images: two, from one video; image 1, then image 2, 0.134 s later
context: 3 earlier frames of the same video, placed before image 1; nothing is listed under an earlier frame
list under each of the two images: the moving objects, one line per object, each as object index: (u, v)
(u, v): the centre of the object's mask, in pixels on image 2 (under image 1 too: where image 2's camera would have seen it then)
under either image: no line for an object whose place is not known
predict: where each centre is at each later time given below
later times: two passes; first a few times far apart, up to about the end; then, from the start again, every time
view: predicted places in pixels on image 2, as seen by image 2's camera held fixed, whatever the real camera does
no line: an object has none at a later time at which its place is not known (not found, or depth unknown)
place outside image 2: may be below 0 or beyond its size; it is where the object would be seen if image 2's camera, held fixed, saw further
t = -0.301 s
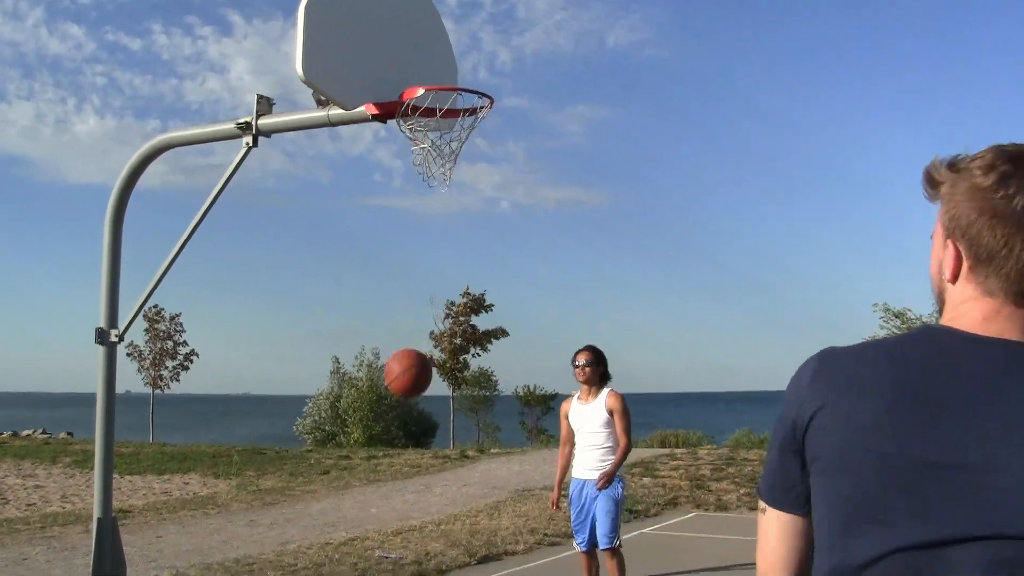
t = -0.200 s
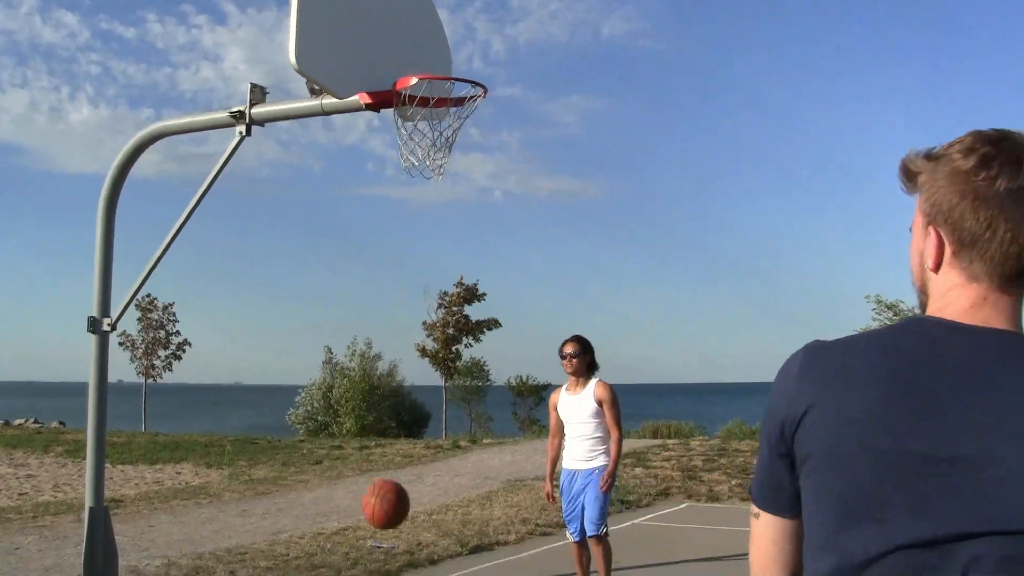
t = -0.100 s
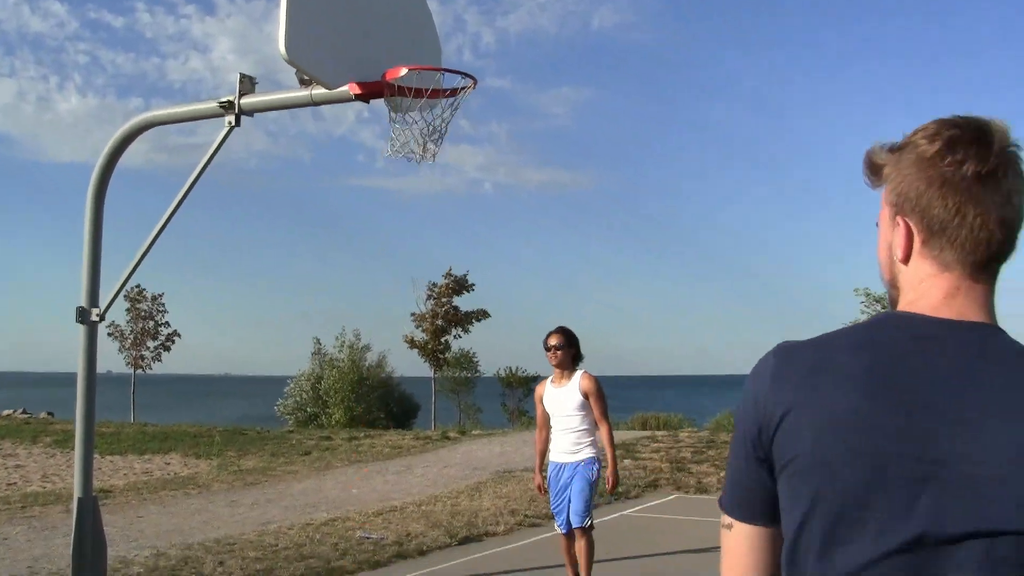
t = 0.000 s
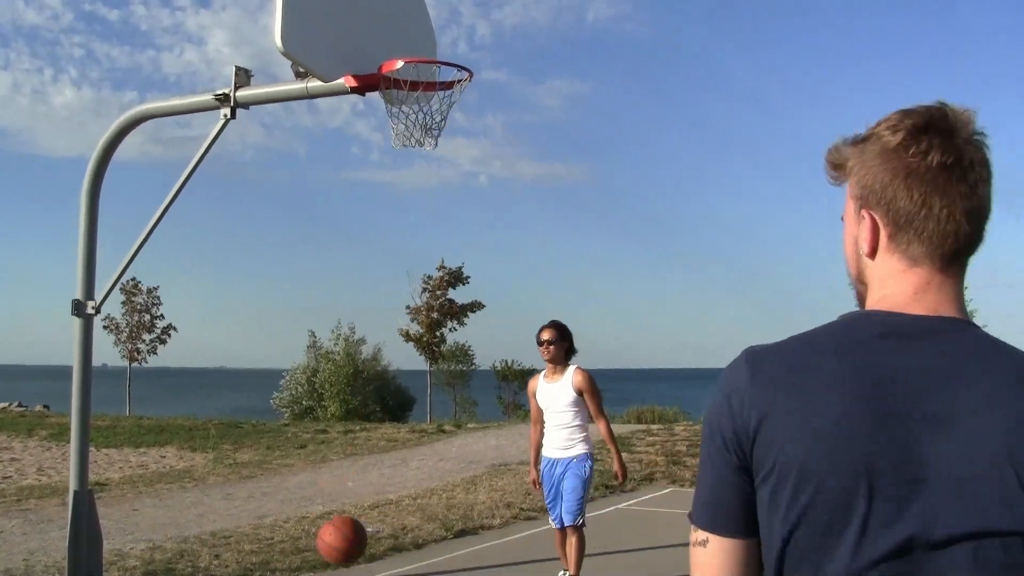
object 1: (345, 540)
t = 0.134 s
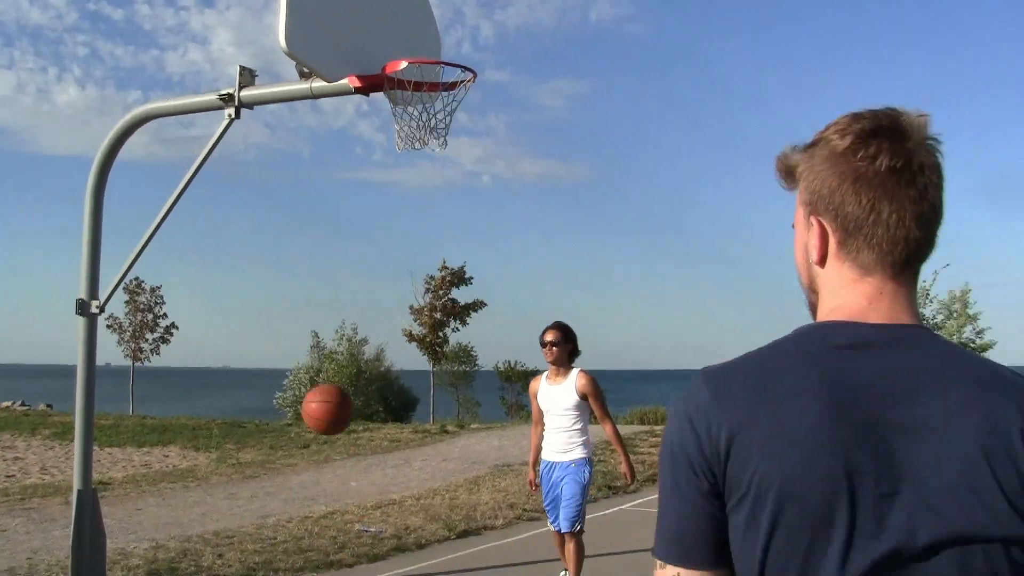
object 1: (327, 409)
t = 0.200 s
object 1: (319, 354)
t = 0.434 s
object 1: (285, 219)
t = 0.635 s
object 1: (251, 191)
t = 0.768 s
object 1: (224, 230)
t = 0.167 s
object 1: (323, 381)
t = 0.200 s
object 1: (319, 354)
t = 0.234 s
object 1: (314, 329)
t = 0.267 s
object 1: (309, 305)
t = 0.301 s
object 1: (304, 284)
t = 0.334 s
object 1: (299, 265)
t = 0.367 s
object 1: (295, 248)
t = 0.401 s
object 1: (290, 232)
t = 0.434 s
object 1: (285, 219)
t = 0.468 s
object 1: (279, 208)
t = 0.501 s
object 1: (274, 199)
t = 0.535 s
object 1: (269, 193)
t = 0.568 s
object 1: (263, 190)
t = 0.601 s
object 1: (257, 189)
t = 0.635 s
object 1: (251, 191)
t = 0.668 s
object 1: (245, 196)
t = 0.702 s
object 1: (238, 204)
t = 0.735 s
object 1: (231, 215)
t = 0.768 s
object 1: (224, 230)
